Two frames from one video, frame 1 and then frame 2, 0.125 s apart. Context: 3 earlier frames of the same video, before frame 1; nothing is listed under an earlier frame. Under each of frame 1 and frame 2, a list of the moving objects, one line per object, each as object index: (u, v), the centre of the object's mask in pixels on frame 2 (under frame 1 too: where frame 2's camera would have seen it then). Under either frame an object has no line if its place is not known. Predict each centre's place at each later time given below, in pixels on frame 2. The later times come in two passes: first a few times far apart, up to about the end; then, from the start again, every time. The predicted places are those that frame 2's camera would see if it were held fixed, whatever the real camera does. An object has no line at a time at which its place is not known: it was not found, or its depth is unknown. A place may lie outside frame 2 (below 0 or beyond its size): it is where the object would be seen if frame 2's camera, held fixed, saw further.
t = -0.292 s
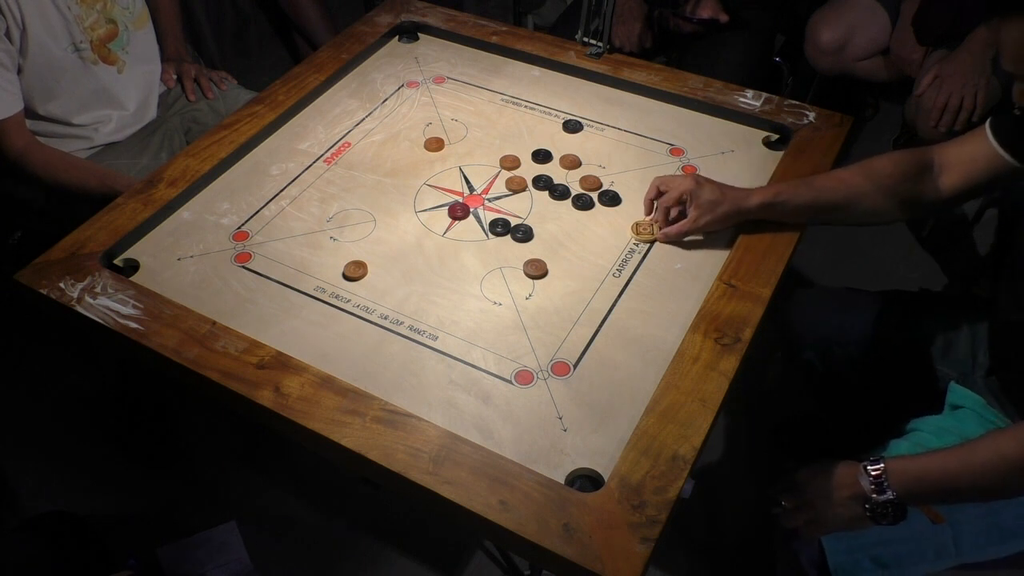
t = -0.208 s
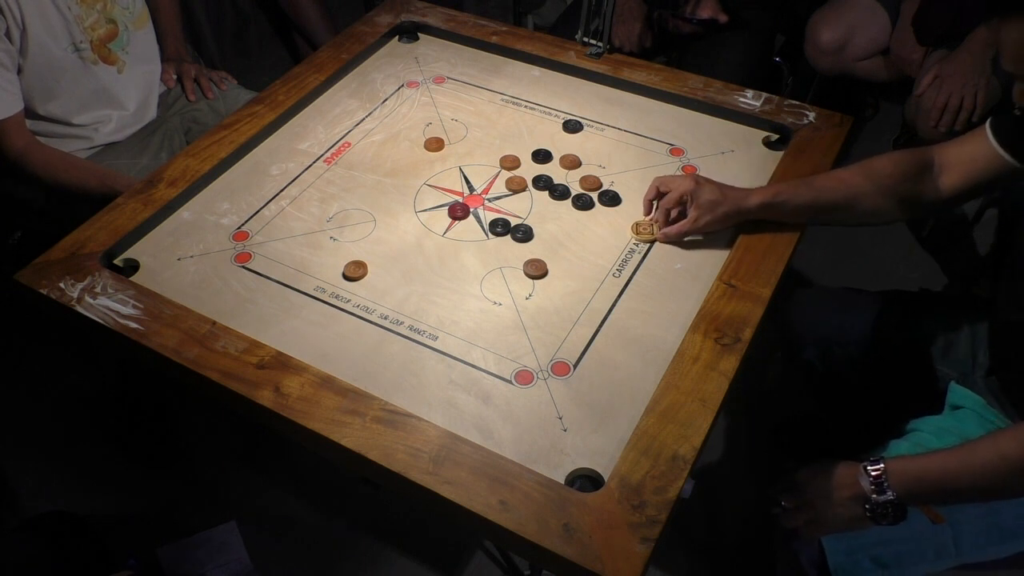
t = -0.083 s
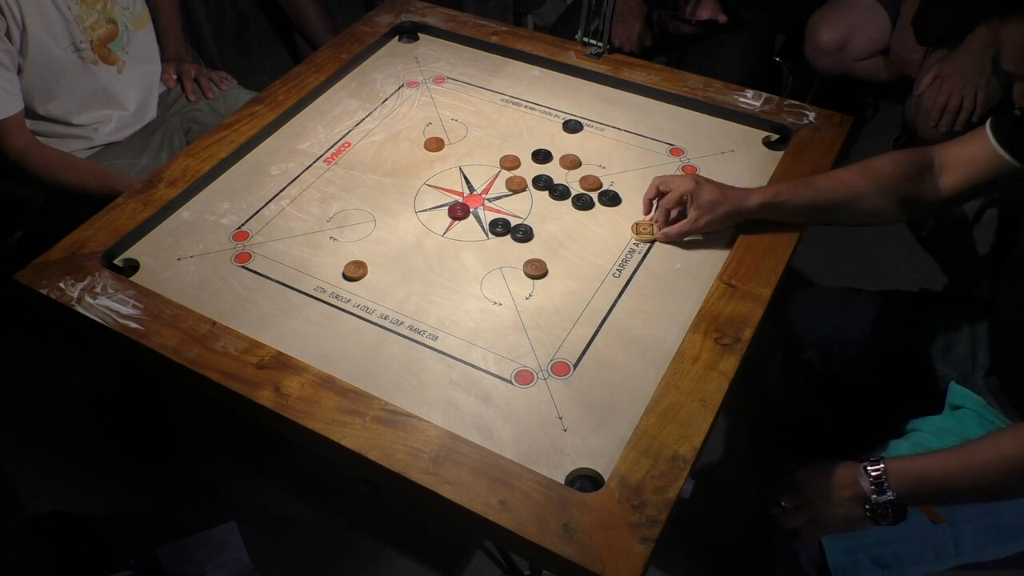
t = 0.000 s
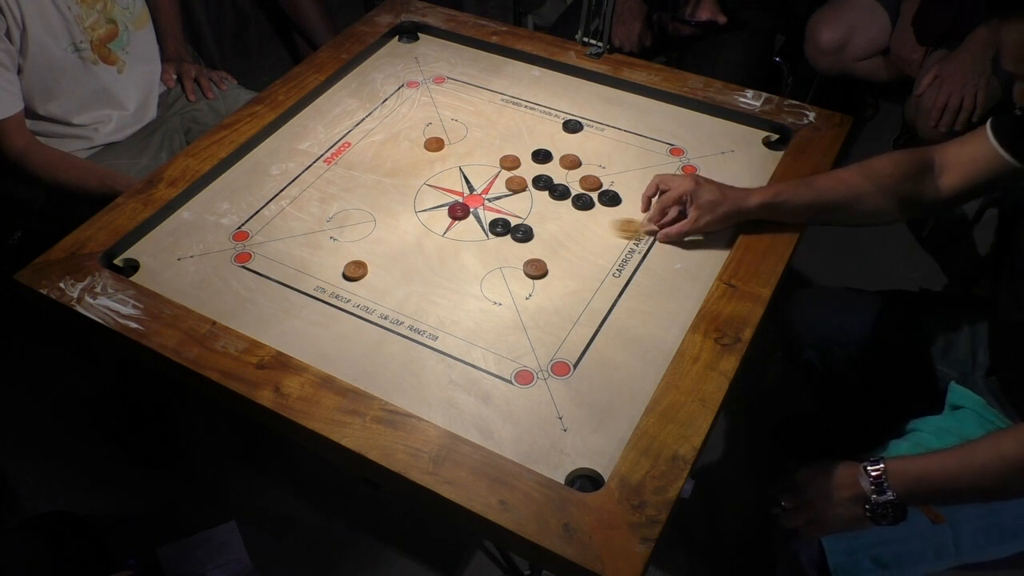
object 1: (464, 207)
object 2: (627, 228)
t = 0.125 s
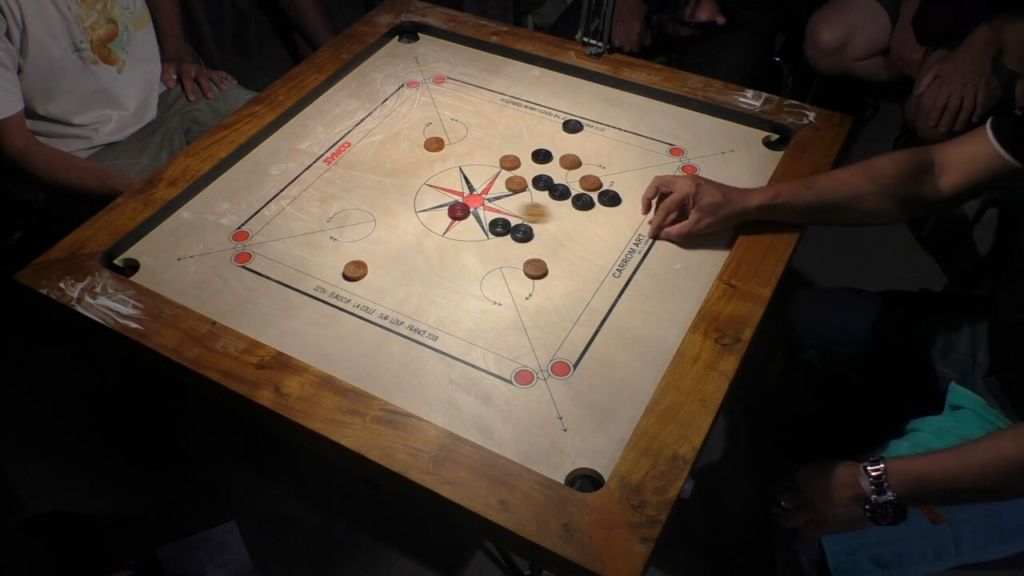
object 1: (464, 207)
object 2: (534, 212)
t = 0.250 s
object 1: (403, 223)
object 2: (447, 190)
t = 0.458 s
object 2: (387, 168)
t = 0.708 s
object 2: (350, 154)
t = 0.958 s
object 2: (343, 151)
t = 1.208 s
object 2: (343, 151)
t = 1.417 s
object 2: (343, 151)
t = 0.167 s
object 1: (464, 207)
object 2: (506, 207)
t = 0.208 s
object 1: (428, 218)
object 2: (462, 196)
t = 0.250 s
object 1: (403, 223)
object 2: (447, 190)
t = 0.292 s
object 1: (379, 228)
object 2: (433, 185)
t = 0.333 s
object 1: (355, 233)
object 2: (420, 180)
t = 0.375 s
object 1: (332, 238)
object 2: (407, 176)
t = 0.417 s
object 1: (311, 243)
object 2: (397, 172)
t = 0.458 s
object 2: (387, 168)
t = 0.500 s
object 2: (378, 165)
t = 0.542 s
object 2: (371, 162)
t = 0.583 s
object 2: (364, 160)
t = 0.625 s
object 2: (358, 158)
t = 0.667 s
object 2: (354, 156)
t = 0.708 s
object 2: (350, 154)
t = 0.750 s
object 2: (346, 152)
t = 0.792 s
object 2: (345, 152)
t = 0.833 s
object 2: (344, 152)
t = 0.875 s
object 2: (343, 151)
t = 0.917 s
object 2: (343, 151)
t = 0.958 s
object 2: (343, 151)
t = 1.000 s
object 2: (343, 151)
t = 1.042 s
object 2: (343, 151)
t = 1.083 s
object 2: (343, 151)
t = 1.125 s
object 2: (343, 151)
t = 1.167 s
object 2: (343, 151)
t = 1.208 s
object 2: (343, 151)
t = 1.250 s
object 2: (343, 151)
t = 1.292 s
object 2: (343, 151)
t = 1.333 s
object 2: (343, 151)
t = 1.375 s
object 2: (343, 152)
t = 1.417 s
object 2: (343, 151)
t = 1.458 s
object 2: (343, 151)
